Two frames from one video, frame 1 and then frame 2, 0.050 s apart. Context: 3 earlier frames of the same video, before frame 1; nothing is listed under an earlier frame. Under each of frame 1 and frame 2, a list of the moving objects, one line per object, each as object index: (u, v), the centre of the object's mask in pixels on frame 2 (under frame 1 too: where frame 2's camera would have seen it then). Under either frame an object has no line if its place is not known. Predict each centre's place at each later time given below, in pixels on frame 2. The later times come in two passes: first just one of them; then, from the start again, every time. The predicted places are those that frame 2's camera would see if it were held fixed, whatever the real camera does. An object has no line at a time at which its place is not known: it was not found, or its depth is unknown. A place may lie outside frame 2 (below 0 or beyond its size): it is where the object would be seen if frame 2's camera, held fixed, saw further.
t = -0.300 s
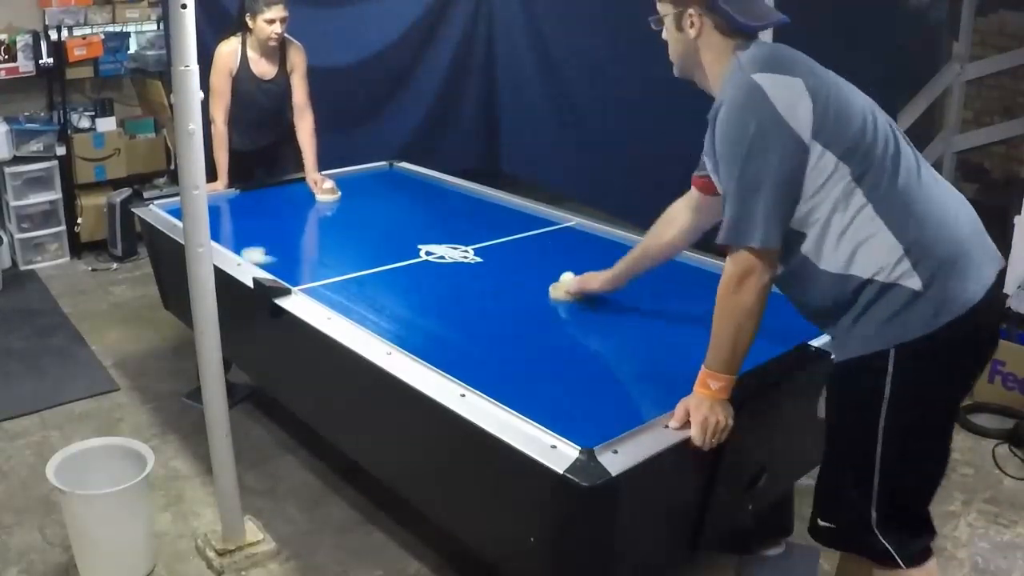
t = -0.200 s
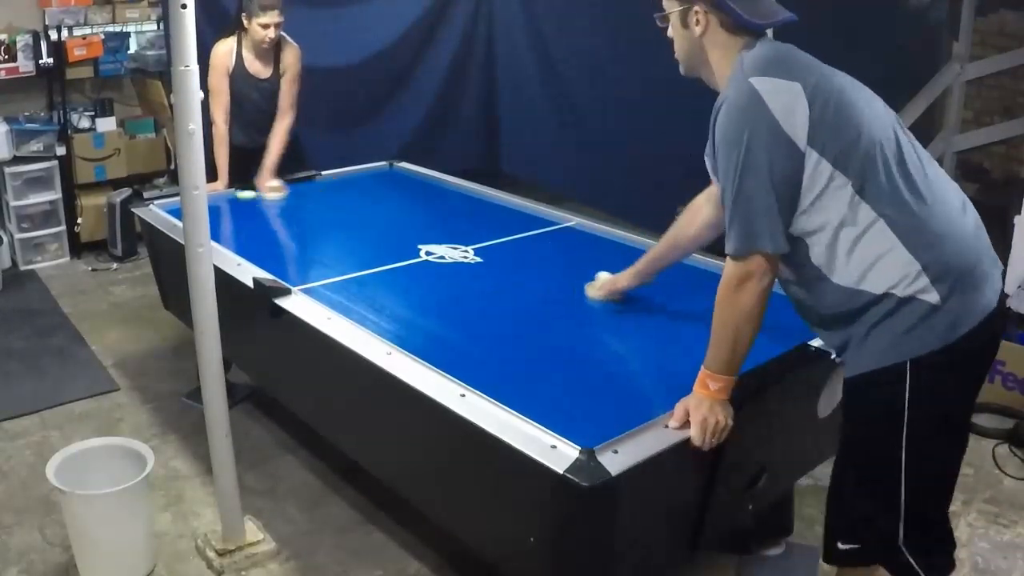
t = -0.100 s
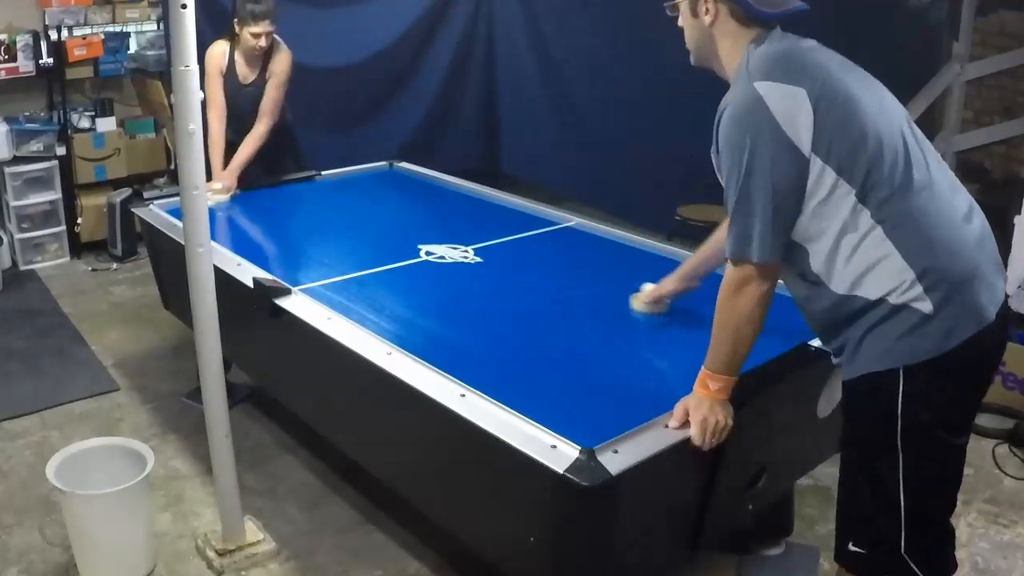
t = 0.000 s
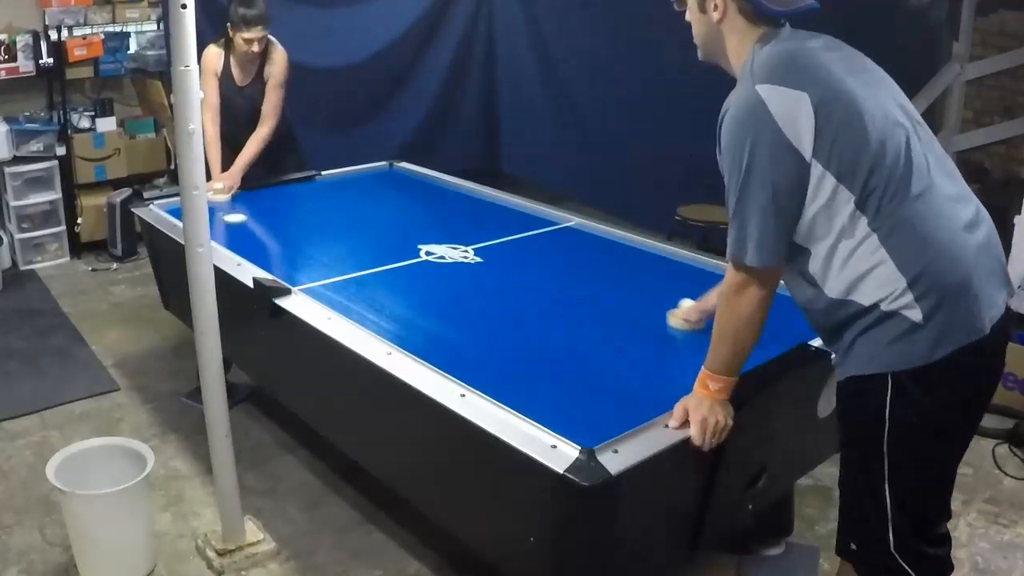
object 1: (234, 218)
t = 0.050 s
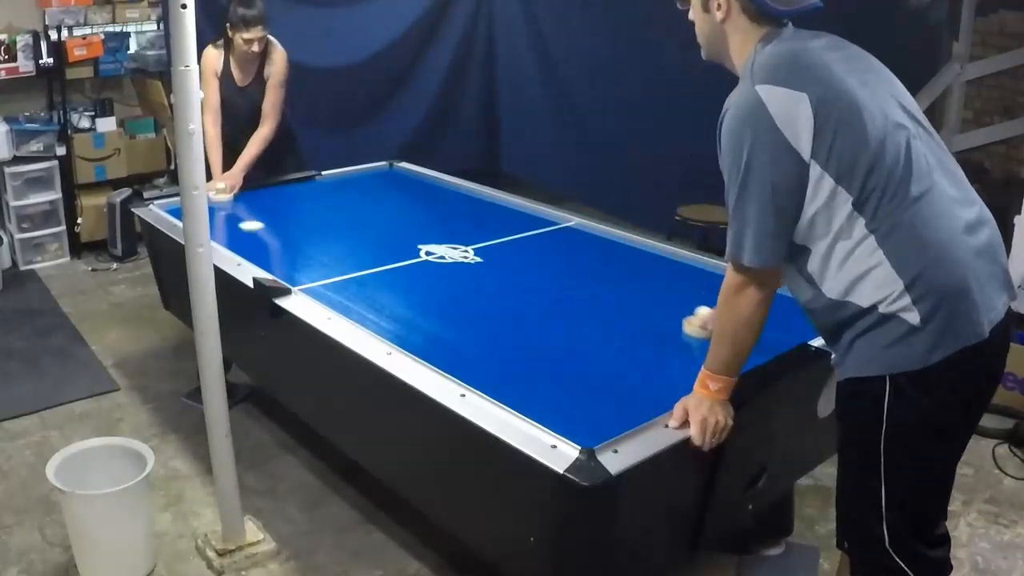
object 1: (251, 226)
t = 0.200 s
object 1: (308, 251)
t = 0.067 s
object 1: (257, 228)
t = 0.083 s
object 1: (263, 231)
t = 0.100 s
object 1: (269, 234)
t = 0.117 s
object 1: (275, 236)
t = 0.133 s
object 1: (281, 239)
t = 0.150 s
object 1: (288, 242)
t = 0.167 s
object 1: (295, 245)
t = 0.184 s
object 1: (301, 248)
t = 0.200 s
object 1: (308, 251)
